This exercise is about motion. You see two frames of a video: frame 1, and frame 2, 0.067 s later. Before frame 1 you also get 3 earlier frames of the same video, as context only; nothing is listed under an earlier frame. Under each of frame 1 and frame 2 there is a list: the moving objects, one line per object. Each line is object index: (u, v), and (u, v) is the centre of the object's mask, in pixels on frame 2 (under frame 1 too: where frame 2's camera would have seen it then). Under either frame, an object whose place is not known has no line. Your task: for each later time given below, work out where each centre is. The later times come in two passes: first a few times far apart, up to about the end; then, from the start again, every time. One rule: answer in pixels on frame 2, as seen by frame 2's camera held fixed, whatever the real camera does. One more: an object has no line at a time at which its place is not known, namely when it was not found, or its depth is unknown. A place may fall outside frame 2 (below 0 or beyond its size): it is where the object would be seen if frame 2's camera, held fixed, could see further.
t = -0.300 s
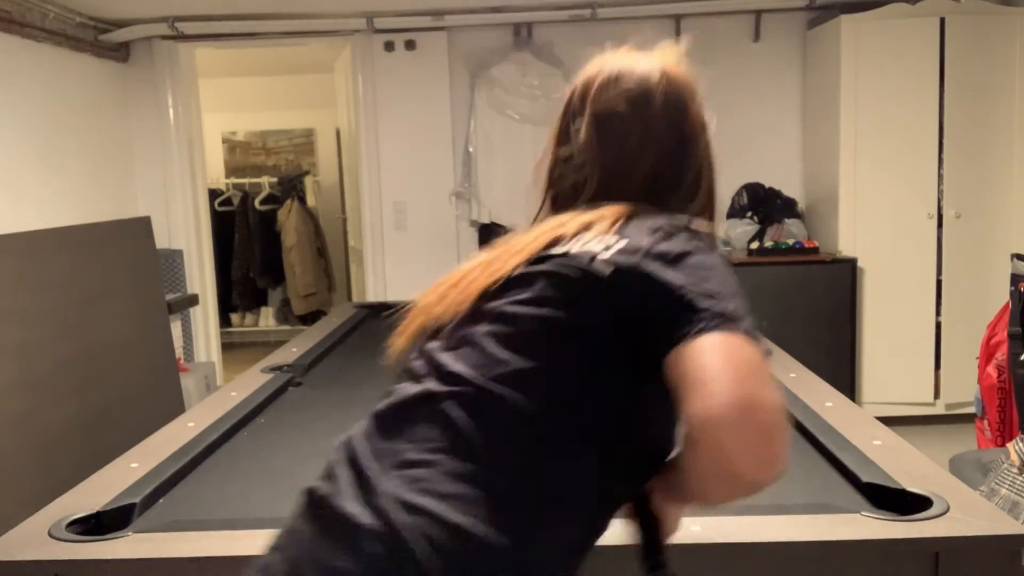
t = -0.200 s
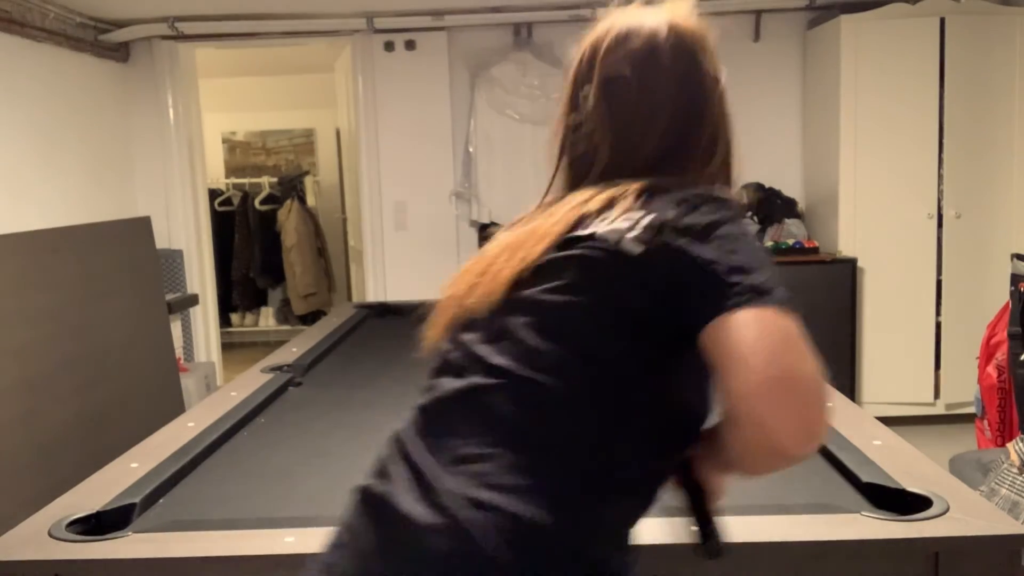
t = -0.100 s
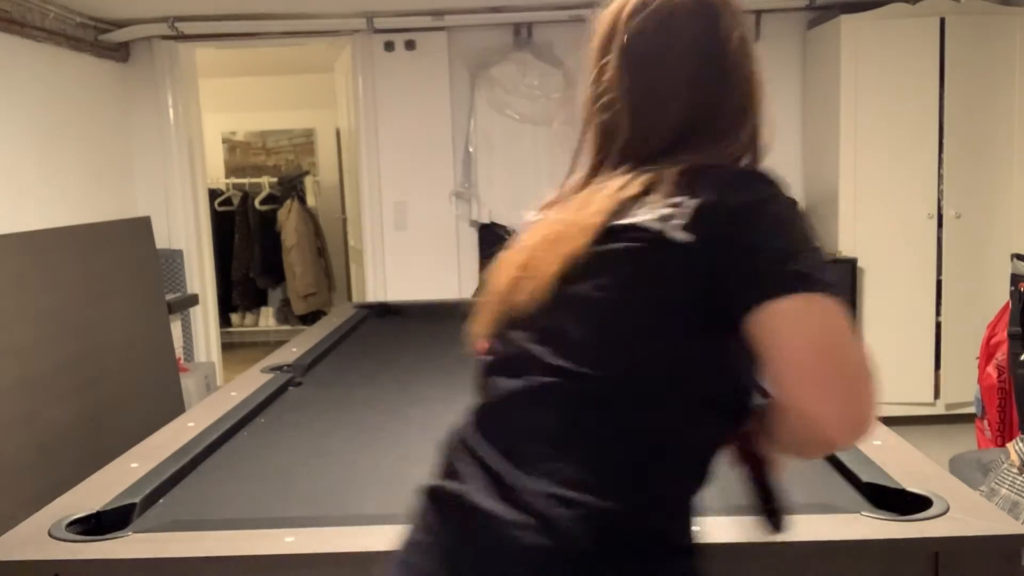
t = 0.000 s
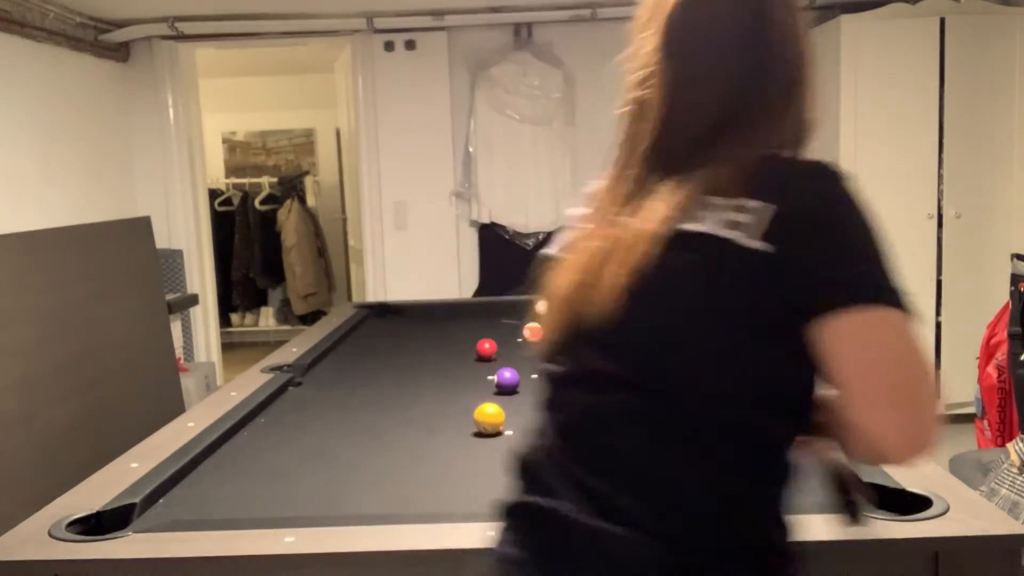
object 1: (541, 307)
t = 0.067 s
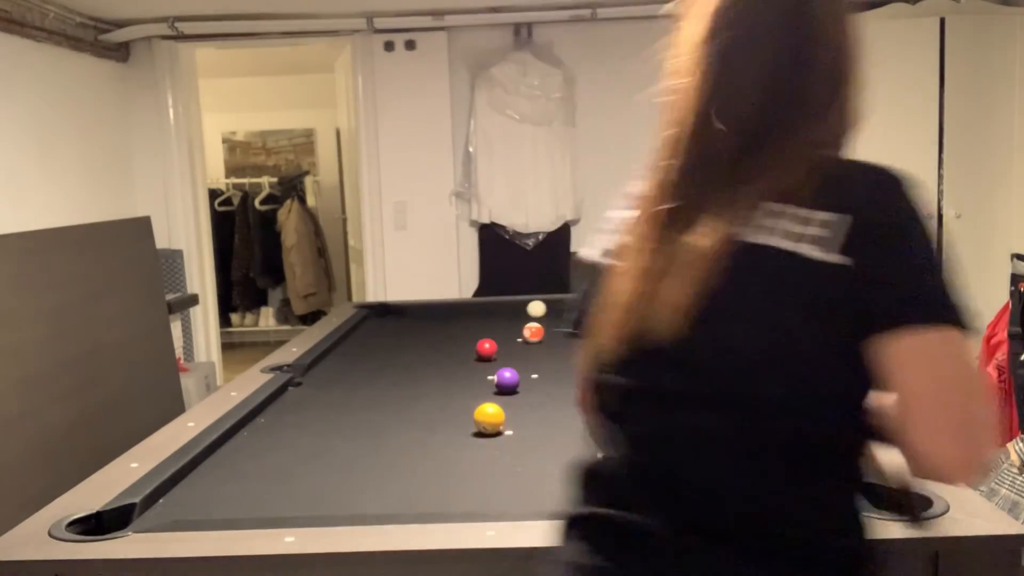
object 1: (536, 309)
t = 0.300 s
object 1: (508, 314)
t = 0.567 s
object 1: (474, 320)
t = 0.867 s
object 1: (436, 328)
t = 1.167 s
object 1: (396, 336)
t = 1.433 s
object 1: (359, 343)
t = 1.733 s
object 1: (342, 351)
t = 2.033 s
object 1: (353, 356)
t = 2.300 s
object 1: (364, 362)
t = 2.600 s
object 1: (377, 368)
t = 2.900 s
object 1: (391, 374)
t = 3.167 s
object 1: (404, 379)
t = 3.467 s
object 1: (420, 384)
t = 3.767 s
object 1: (436, 391)
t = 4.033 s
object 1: (452, 395)
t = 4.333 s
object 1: (468, 400)
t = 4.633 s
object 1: (487, 400)
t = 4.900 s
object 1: (507, 408)
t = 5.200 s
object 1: (524, 413)
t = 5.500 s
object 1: (544, 414)
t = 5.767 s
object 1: (561, 416)
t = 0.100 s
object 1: (532, 309)
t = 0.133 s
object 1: (528, 310)
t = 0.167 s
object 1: (524, 311)
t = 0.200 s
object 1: (520, 311)
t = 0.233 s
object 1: (516, 312)
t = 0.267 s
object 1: (512, 313)
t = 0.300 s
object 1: (508, 314)
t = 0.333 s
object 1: (504, 314)
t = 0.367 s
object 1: (500, 315)
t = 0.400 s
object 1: (495, 316)
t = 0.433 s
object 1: (491, 317)
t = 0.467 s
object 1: (487, 318)
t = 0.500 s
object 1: (483, 319)
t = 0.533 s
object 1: (479, 319)
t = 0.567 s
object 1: (474, 320)
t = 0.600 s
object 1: (470, 321)
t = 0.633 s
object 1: (466, 322)
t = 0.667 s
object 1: (462, 323)
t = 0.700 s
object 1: (457, 323)
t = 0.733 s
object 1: (453, 324)
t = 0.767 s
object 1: (449, 325)
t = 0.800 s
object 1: (444, 326)
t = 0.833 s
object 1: (440, 327)
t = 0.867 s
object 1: (436, 328)
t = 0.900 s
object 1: (431, 328)
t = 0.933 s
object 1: (427, 329)
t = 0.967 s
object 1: (423, 330)
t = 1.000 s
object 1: (418, 331)
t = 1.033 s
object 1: (414, 332)
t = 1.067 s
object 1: (409, 333)
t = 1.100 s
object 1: (405, 334)
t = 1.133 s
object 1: (400, 335)
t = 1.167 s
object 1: (396, 336)
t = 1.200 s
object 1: (391, 336)
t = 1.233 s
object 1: (387, 337)
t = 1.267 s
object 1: (382, 338)
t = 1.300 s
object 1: (378, 339)
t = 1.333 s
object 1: (373, 340)
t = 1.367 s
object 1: (369, 341)
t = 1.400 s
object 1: (364, 342)
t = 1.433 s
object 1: (359, 343)
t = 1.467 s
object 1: (355, 344)
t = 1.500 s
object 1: (350, 345)
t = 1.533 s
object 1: (345, 346)
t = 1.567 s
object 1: (341, 347)
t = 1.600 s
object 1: (337, 348)
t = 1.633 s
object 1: (339, 349)
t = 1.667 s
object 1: (340, 349)
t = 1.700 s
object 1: (341, 350)
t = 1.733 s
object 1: (342, 351)
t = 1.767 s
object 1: (343, 351)
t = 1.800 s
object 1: (345, 352)
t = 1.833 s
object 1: (346, 352)
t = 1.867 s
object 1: (347, 353)
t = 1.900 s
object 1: (348, 354)
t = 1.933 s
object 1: (350, 354)
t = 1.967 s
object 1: (351, 355)
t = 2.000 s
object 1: (352, 356)
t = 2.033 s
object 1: (353, 356)
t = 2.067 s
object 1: (355, 357)
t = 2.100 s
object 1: (356, 358)
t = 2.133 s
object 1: (357, 358)
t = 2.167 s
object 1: (359, 359)
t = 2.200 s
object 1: (360, 360)
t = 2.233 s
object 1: (361, 360)
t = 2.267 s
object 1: (363, 361)
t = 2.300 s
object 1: (364, 362)
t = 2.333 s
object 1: (366, 362)
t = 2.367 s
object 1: (367, 363)
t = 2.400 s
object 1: (368, 364)
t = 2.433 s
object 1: (370, 364)
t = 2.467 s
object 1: (371, 365)
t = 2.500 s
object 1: (373, 366)
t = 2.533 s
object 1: (374, 366)
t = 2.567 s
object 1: (376, 367)
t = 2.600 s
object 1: (377, 368)
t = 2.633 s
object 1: (379, 368)
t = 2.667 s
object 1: (380, 369)
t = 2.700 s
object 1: (382, 369)
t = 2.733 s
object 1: (383, 370)
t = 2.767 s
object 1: (385, 371)
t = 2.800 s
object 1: (386, 372)
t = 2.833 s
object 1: (388, 372)
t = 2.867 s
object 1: (390, 373)
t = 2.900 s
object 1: (391, 374)
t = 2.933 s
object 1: (393, 374)
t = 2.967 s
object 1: (394, 375)
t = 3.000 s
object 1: (396, 375)
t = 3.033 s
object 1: (398, 376)
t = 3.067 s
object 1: (399, 377)
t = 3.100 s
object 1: (401, 377)
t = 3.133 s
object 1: (403, 378)
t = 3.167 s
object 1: (404, 379)
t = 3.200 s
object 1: (406, 379)
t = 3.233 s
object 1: (408, 380)
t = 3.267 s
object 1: (409, 381)
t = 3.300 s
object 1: (411, 381)
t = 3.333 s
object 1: (413, 382)
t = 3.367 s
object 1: (415, 382)
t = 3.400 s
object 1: (416, 383)
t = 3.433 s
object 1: (418, 384)
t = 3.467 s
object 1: (420, 384)
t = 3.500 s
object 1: (422, 385)
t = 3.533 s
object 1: (423, 386)
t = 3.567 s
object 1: (425, 386)
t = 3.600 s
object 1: (427, 387)
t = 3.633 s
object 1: (429, 388)
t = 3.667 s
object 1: (431, 388)
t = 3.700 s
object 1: (433, 389)
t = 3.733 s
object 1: (434, 390)
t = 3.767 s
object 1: (436, 391)
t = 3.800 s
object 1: (438, 391)
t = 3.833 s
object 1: (440, 392)
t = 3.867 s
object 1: (442, 392)
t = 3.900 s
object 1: (444, 393)
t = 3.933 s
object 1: (446, 393)
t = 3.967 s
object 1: (448, 394)
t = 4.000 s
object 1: (450, 395)
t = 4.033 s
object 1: (452, 395)
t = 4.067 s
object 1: (454, 396)
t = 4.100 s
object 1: (455, 396)
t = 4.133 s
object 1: (457, 397)
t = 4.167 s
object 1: (459, 398)
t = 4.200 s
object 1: (461, 398)
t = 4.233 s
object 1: (463, 399)
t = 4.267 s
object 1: (465, 399)
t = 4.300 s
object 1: (467, 400)
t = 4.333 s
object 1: (468, 400)
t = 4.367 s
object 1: (470, 400)
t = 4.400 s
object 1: (472, 400)
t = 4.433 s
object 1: (473, 400)
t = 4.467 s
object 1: (475, 400)
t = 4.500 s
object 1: (477, 400)
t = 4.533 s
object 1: (479, 400)
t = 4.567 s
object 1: (481, 400)
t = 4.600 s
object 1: (484, 399)
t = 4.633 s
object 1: (487, 400)
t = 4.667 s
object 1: (489, 400)
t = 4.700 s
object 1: (492, 400)
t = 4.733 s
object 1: (496, 401)
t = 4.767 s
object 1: (498, 402)
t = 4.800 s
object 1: (501, 403)
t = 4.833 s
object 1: (504, 405)
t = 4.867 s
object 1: (506, 406)
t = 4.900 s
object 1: (507, 408)
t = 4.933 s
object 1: (509, 409)
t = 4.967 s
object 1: (511, 410)
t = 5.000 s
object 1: (512, 410)
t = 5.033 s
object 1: (514, 411)
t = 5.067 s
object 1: (516, 411)
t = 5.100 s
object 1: (517, 412)
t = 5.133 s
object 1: (519, 412)
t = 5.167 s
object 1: (522, 412)
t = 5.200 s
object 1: (524, 413)
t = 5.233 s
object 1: (527, 413)
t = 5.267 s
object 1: (529, 413)
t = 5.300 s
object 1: (531, 413)
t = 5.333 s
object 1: (533, 413)
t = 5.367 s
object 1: (536, 413)
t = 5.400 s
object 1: (538, 414)
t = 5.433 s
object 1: (540, 414)
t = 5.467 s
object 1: (542, 414)
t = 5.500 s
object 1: (544, 414)
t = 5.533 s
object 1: (547, 414)
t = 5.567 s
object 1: (549, 415)
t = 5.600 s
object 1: (551, 415)
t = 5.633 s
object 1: (553, 415)
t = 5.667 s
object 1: (555, 415)
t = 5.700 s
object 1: (557, 415)
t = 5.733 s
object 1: (559, 415)
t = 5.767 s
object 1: (561, 416)
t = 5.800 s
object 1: (563, 416)
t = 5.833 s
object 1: (565, 416)
